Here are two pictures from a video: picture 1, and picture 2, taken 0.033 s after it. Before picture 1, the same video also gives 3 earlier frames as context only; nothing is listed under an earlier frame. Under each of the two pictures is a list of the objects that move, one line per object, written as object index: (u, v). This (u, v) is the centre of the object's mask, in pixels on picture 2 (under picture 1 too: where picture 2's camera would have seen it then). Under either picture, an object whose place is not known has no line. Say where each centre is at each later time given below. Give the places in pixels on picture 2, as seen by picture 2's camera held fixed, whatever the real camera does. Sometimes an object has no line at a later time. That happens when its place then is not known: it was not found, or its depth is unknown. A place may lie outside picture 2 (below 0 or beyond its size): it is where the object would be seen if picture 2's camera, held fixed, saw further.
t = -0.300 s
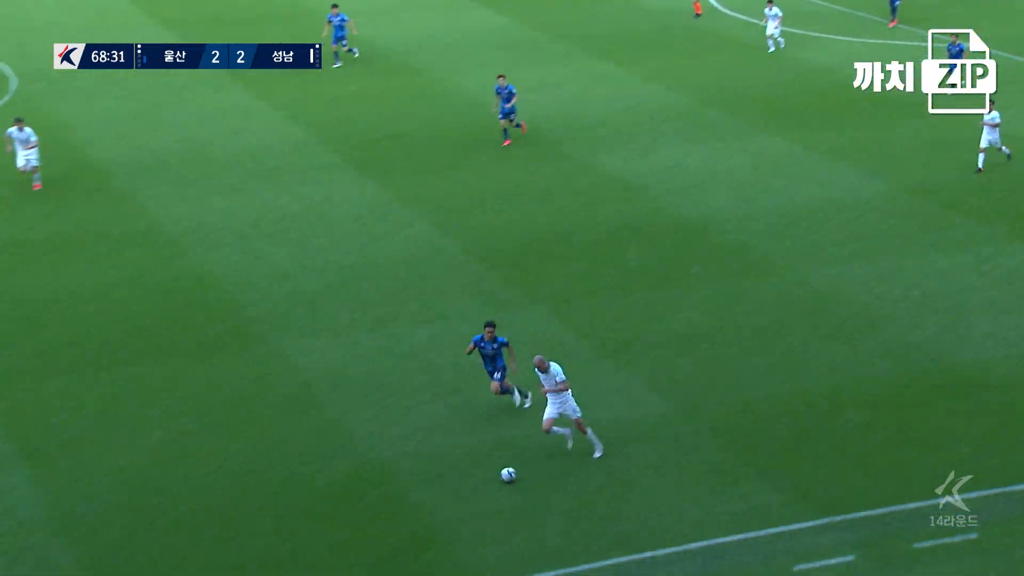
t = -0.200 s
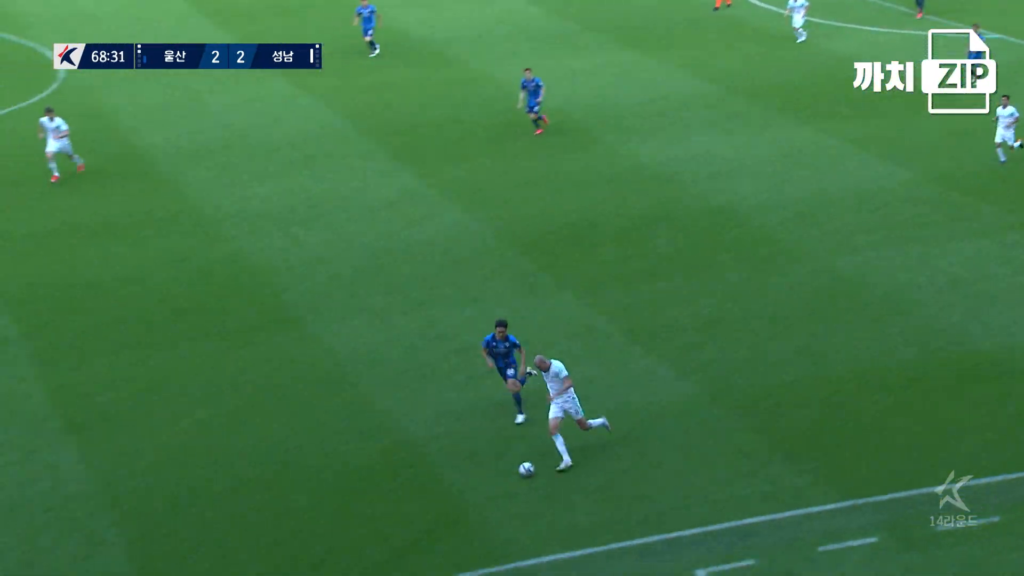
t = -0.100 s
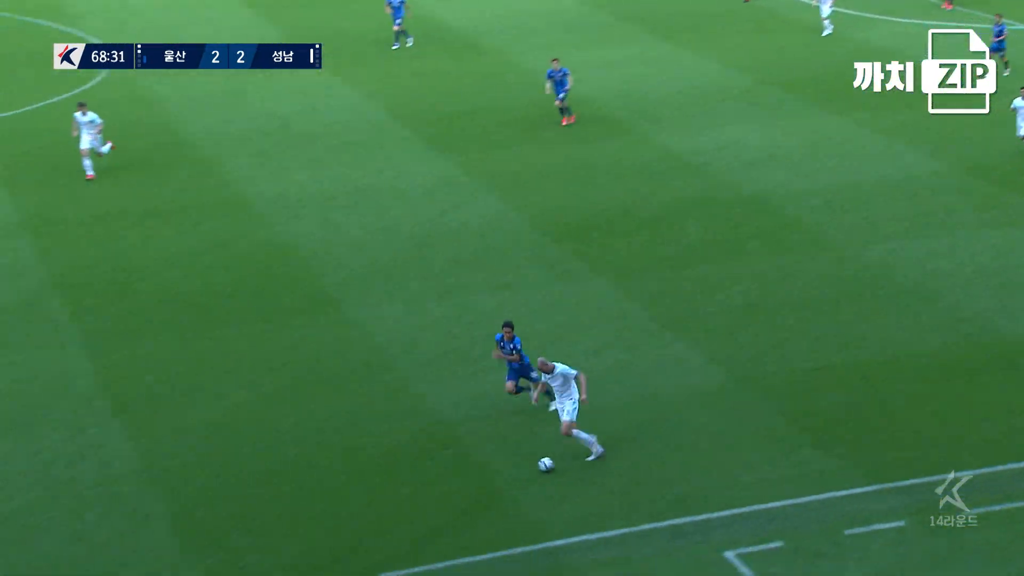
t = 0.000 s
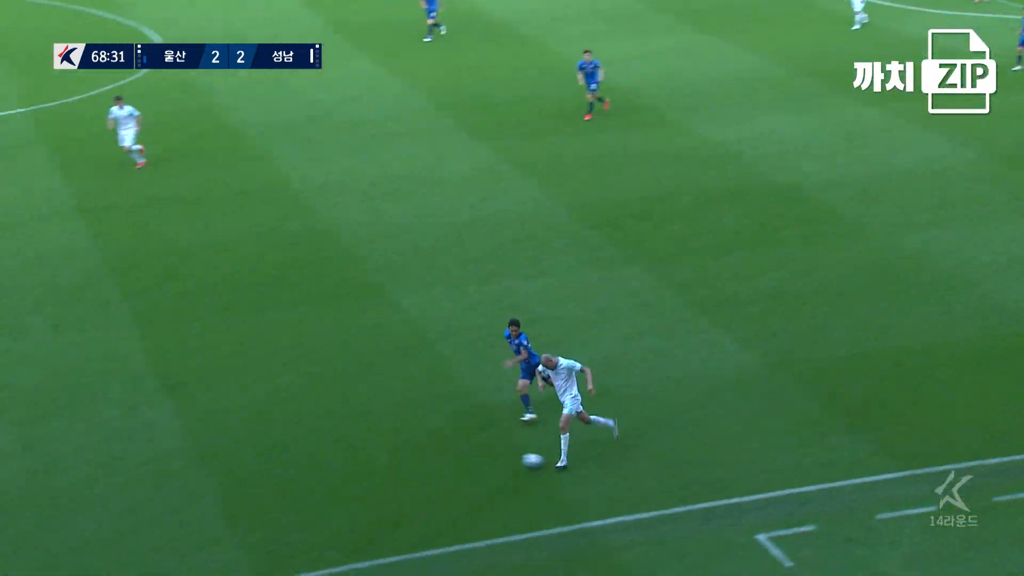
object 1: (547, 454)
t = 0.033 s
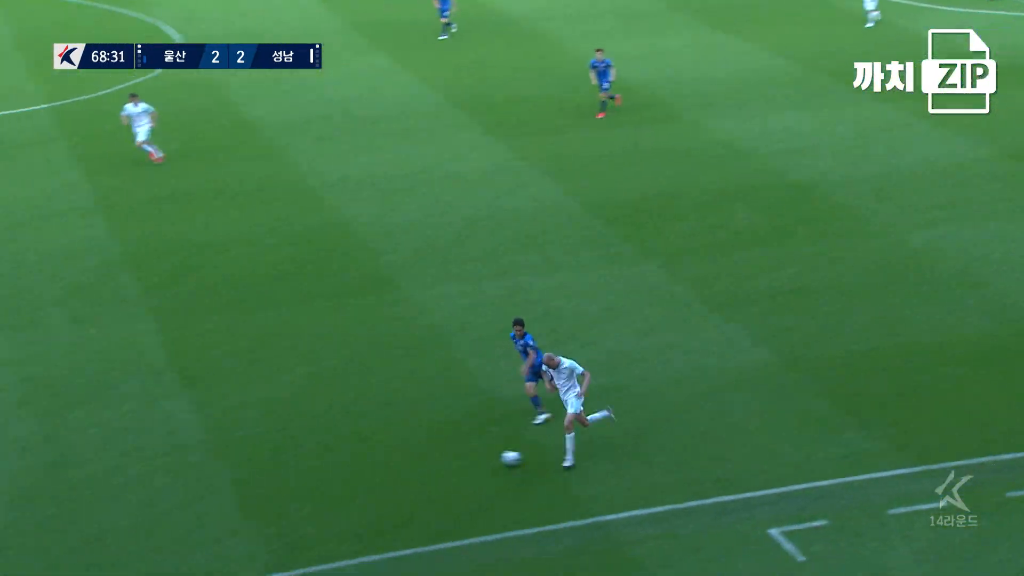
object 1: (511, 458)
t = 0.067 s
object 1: (475, 463)
